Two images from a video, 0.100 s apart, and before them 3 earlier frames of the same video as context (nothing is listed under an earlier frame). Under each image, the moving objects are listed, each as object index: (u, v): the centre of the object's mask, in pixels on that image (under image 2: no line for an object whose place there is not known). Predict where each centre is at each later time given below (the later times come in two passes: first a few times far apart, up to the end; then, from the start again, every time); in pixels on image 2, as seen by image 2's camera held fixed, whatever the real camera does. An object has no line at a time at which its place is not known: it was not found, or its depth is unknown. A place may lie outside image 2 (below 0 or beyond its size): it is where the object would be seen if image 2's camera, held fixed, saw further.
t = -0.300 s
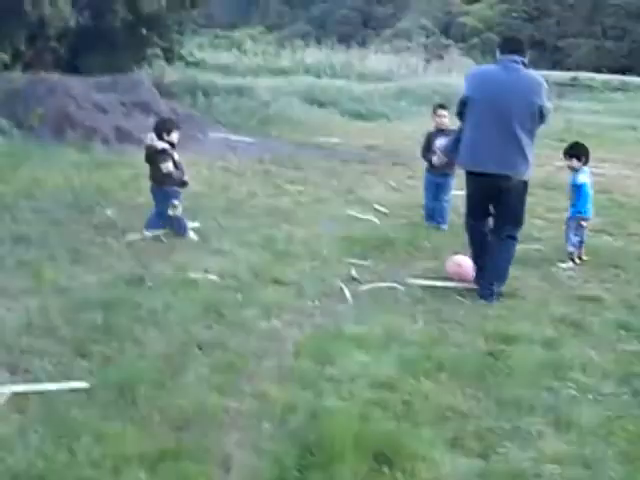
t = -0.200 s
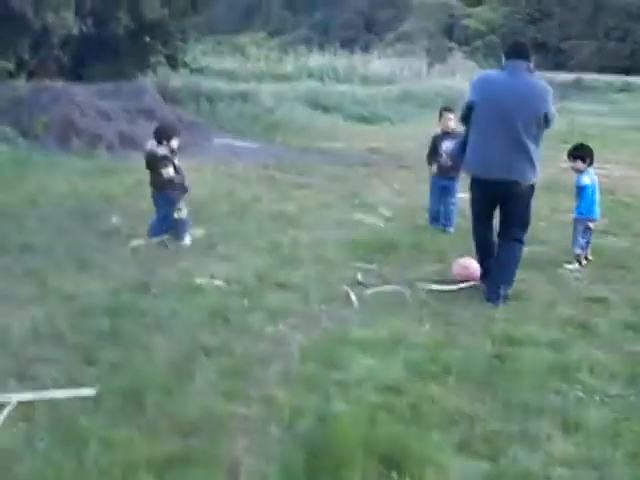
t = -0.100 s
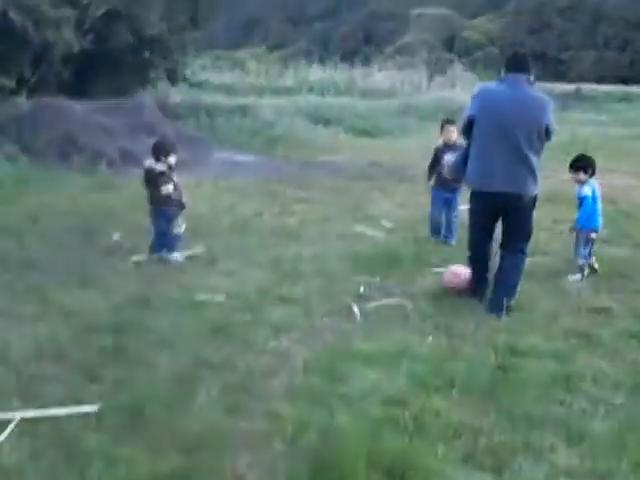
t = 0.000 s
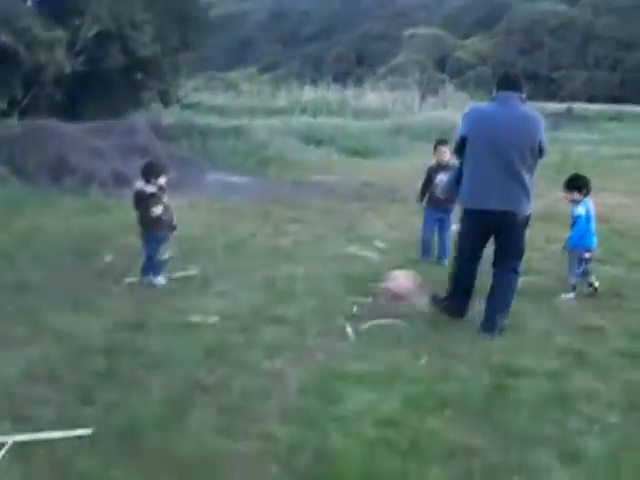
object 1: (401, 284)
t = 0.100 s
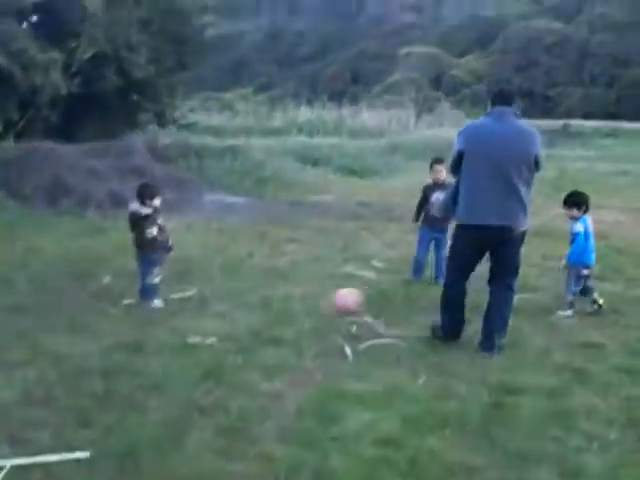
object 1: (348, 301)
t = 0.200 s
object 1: (295, 314)
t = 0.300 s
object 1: (260, 306)
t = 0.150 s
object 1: (321, 306)
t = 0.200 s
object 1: (295, 314)
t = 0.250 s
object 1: (275, 314)
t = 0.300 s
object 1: (260, 306)
